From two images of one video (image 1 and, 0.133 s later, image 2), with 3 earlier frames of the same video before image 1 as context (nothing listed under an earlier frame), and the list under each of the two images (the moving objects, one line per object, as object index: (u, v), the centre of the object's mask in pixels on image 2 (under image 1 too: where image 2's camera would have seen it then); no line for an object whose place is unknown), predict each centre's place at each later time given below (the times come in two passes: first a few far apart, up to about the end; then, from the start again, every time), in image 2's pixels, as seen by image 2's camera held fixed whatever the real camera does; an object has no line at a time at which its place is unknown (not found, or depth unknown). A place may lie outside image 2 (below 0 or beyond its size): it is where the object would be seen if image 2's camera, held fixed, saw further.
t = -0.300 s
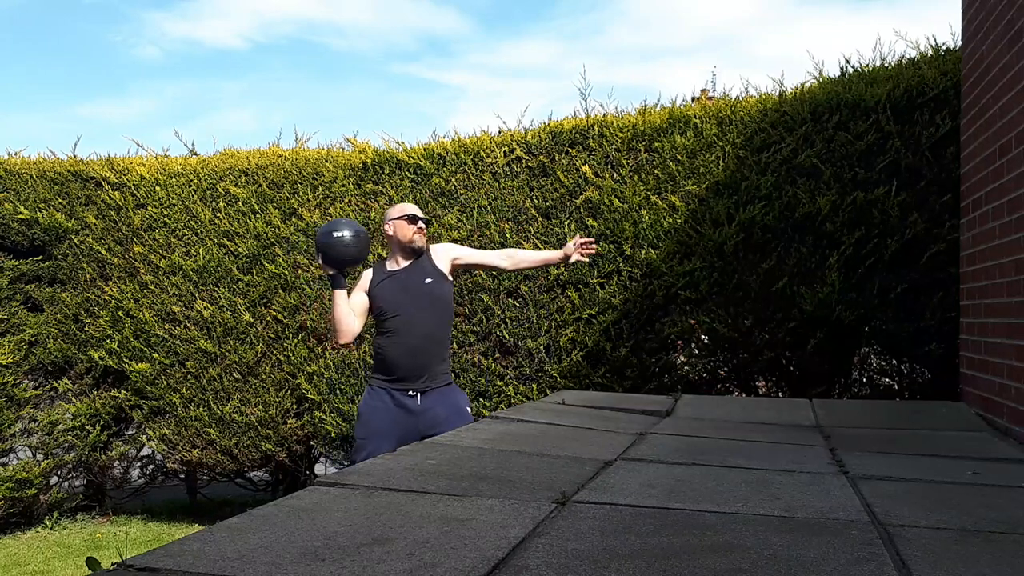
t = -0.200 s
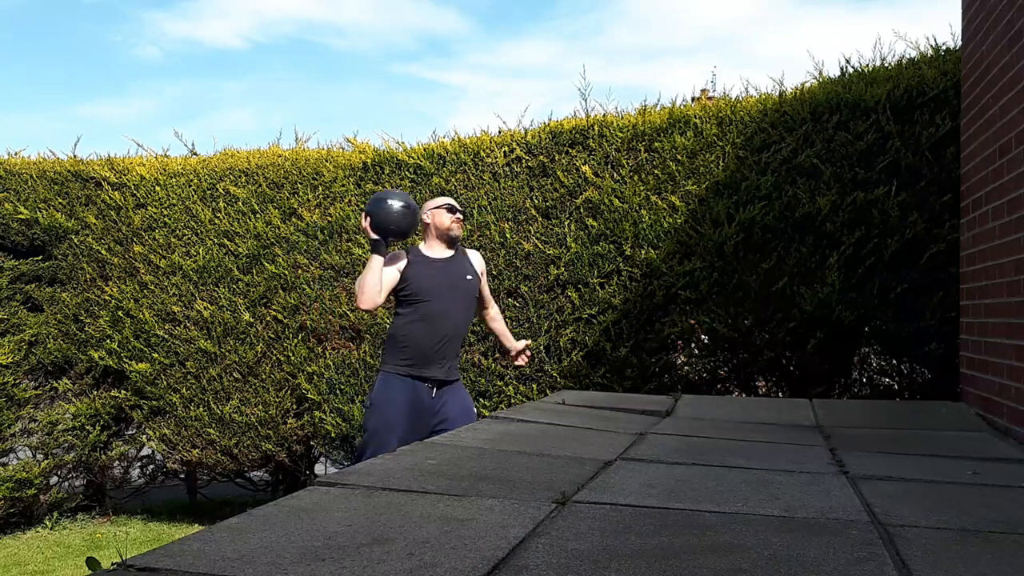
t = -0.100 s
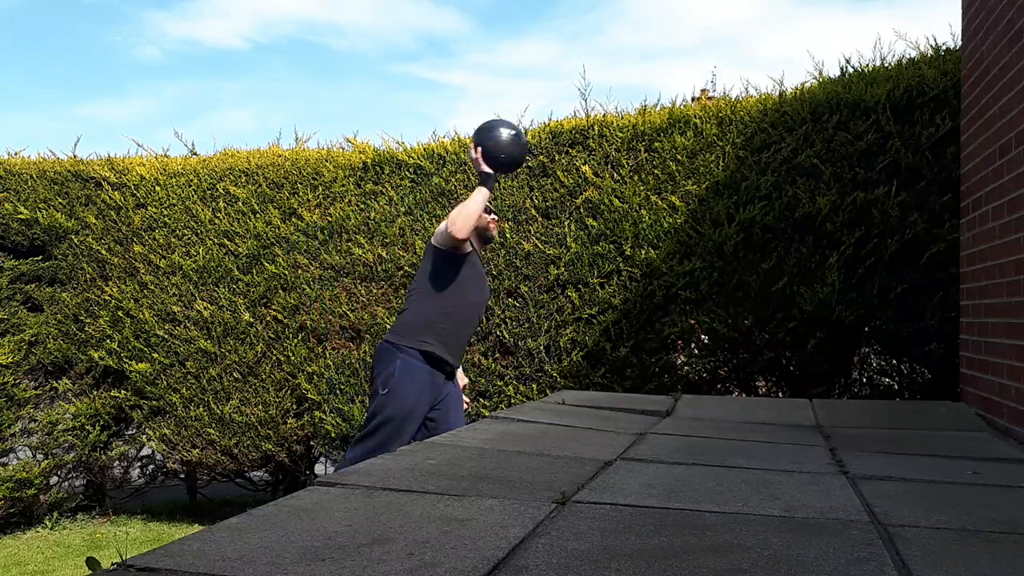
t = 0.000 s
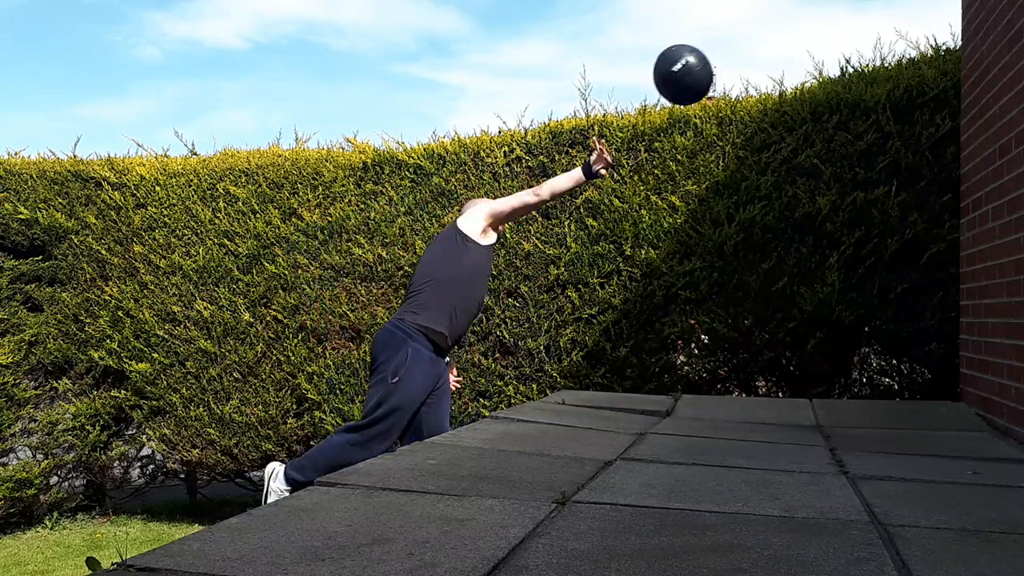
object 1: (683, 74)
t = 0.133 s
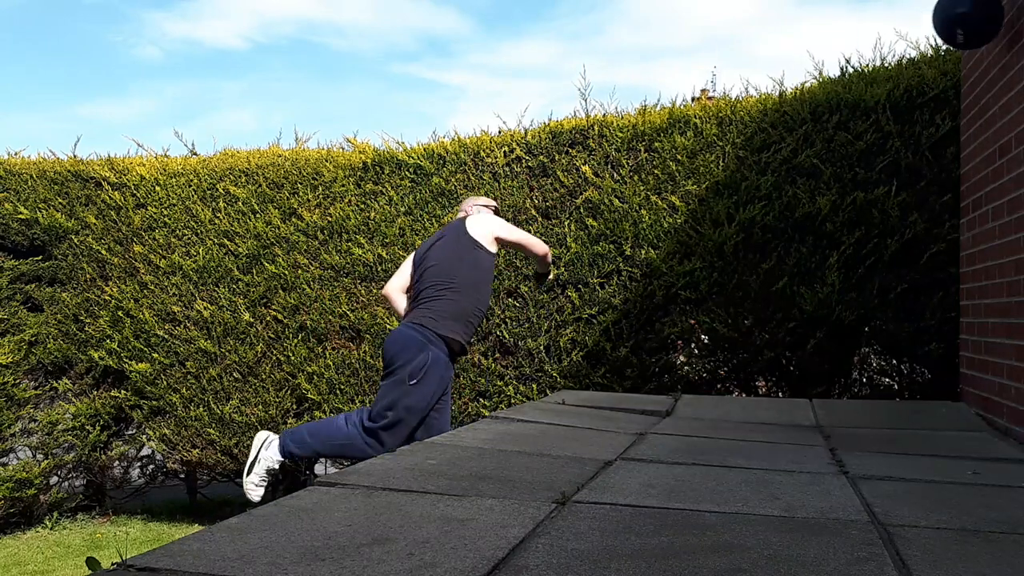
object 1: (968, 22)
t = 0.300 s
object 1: (948, 35)
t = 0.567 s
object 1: (873, 204)
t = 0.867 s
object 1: (821, 388)
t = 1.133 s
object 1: (810, 396)
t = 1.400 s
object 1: (810, 396)
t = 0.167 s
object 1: (986, 22)
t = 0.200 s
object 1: (977, 22)
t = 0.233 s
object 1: (965, 24)
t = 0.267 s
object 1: (957, 27)
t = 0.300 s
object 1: (948, 35)
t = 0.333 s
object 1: (939, 47)
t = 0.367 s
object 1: (930, 62)
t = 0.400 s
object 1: (919, 82)
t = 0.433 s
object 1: (912, 101)
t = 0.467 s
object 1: (903, 123)
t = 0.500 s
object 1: (894, 150)
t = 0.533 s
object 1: (886, 177)
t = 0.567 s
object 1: (873, 204)
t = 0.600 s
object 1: (868, 242)
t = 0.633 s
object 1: (856, 277)
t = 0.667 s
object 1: (847, 316)
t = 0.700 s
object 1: (841, 362)
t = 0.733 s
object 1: (835, 401)
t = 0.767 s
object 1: (830, 398)
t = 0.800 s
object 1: (827, 392)
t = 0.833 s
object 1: (823, 389)
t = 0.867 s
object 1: (821, 388)
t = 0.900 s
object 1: (818, 390)
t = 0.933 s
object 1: (813, 394)
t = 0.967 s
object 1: (813, 395)
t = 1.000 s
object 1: (813, 394)
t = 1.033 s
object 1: (813, 395)
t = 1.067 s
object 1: (812, 396)
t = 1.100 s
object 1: (811, 396)
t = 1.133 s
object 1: (810, 396)
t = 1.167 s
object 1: (809, 396)
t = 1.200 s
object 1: (809, 396)
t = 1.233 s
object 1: (809, 396)
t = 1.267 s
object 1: (808, 397)
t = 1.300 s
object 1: (808, 397)
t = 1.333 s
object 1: (808, 397)
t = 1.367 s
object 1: (808, 397)
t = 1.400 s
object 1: (810, 396)
